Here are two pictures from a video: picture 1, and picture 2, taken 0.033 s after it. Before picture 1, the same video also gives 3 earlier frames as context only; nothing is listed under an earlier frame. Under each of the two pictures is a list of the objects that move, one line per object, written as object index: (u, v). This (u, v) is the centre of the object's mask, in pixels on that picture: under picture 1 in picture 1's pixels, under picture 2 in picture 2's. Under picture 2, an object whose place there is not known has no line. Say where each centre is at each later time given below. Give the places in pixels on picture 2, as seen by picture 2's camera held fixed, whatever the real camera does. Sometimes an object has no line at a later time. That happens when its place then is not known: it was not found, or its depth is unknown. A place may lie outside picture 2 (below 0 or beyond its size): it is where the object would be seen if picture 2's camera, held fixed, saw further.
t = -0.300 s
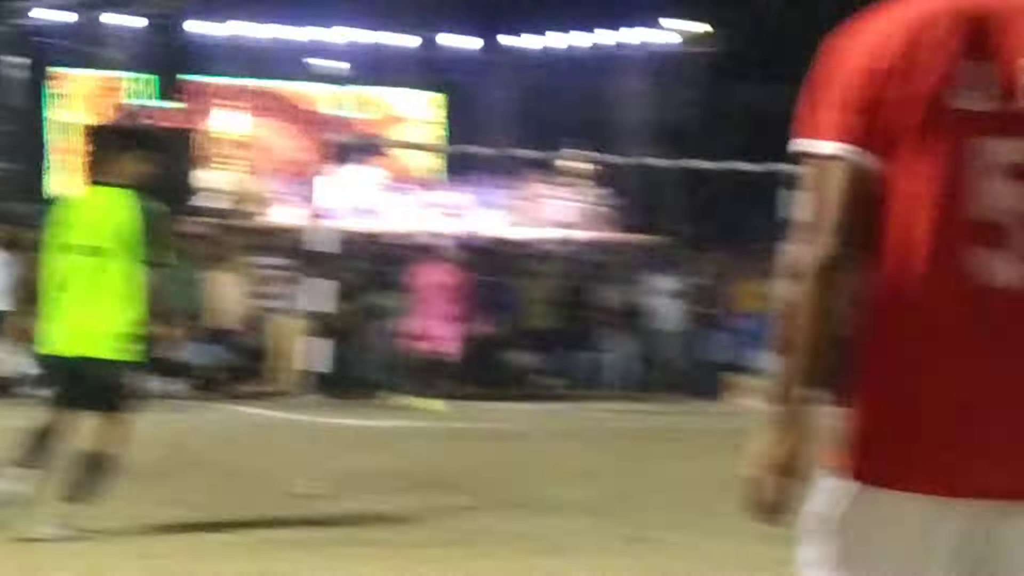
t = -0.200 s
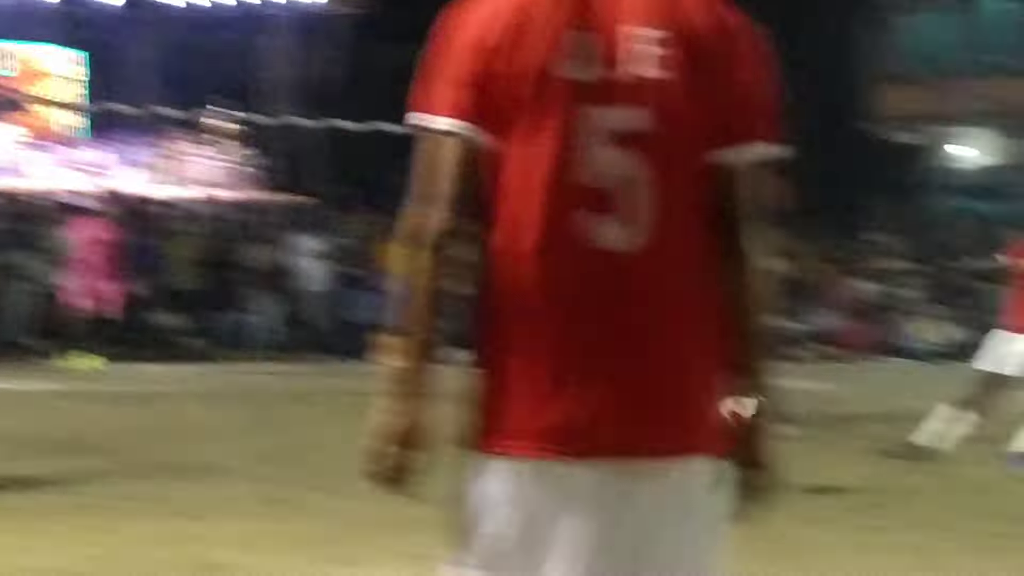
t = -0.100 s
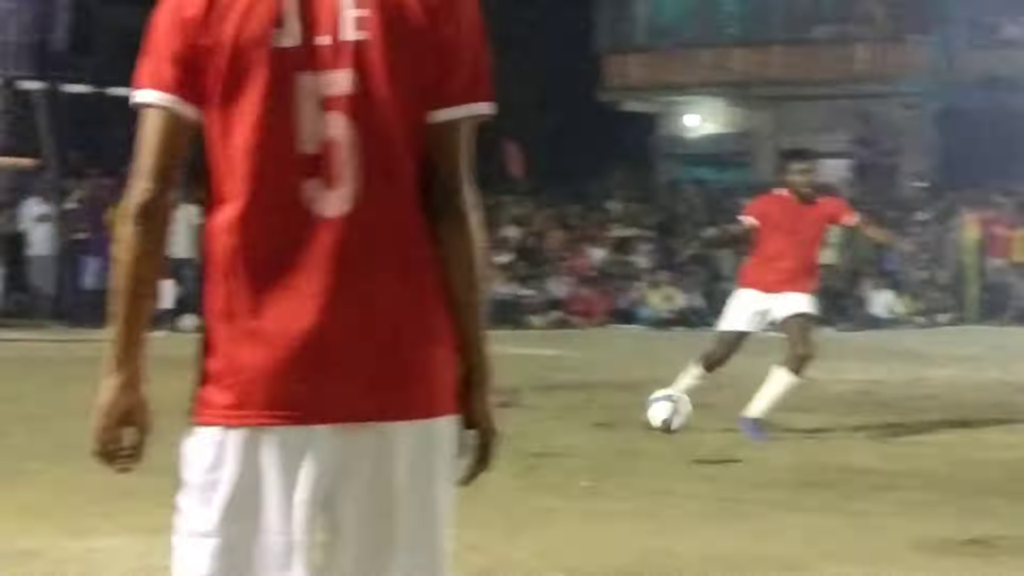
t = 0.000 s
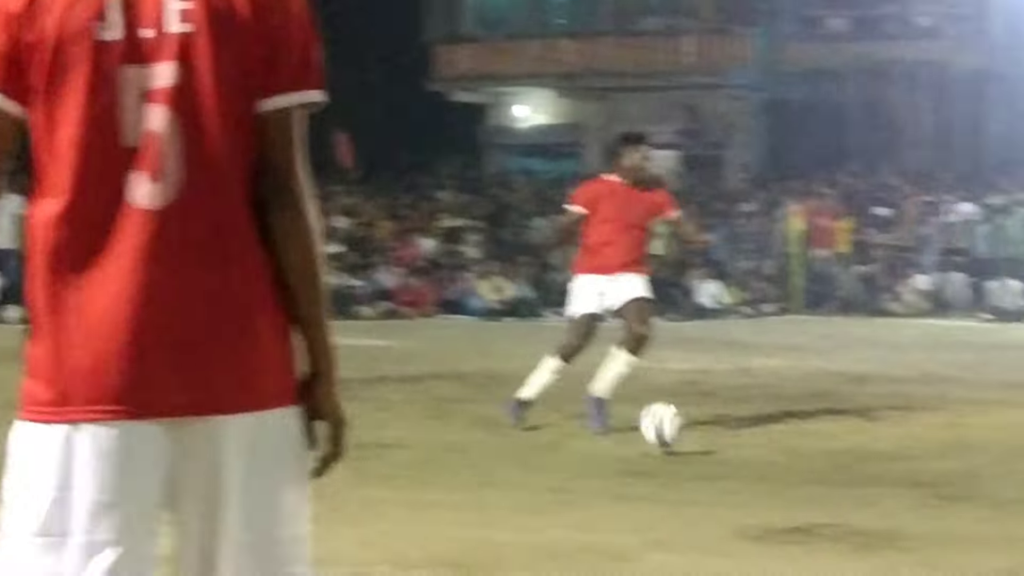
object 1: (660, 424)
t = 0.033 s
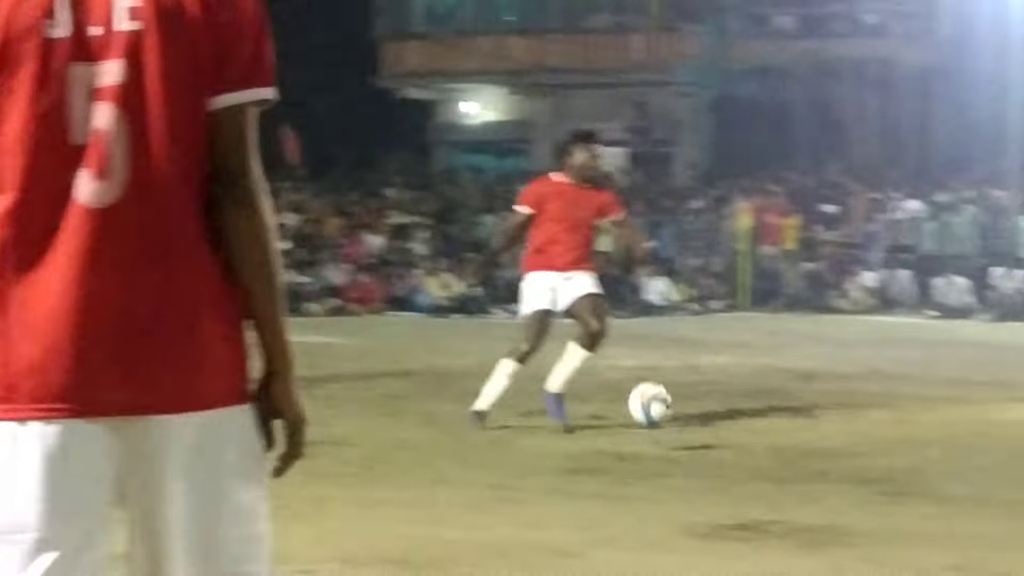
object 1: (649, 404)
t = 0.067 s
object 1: (693, 389)
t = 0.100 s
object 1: (732, 377)
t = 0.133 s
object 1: (772, 365)
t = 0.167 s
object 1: (813, 358)
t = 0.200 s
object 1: (849, 352)
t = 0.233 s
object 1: (888, 348)
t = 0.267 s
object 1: (930, 347)
